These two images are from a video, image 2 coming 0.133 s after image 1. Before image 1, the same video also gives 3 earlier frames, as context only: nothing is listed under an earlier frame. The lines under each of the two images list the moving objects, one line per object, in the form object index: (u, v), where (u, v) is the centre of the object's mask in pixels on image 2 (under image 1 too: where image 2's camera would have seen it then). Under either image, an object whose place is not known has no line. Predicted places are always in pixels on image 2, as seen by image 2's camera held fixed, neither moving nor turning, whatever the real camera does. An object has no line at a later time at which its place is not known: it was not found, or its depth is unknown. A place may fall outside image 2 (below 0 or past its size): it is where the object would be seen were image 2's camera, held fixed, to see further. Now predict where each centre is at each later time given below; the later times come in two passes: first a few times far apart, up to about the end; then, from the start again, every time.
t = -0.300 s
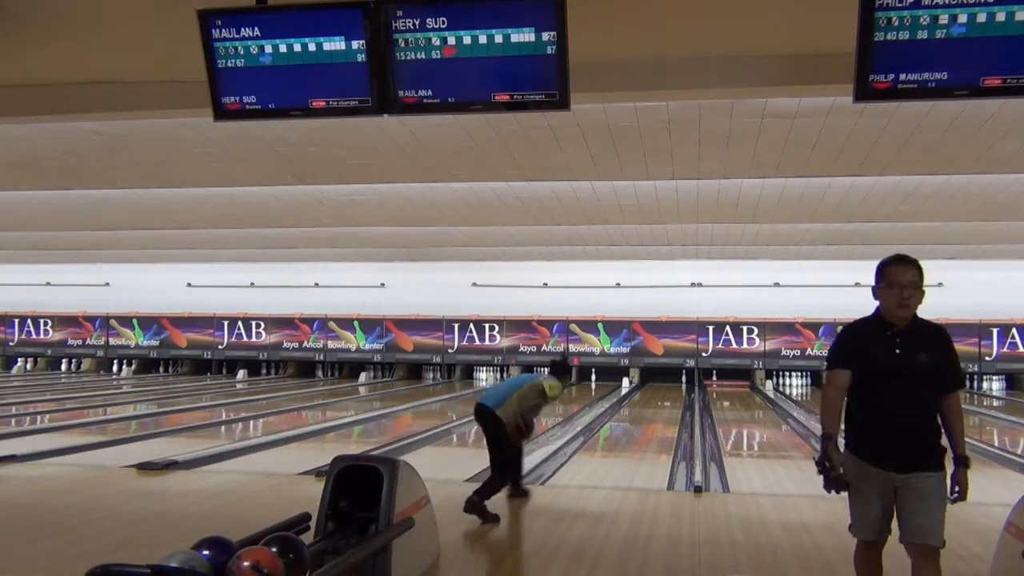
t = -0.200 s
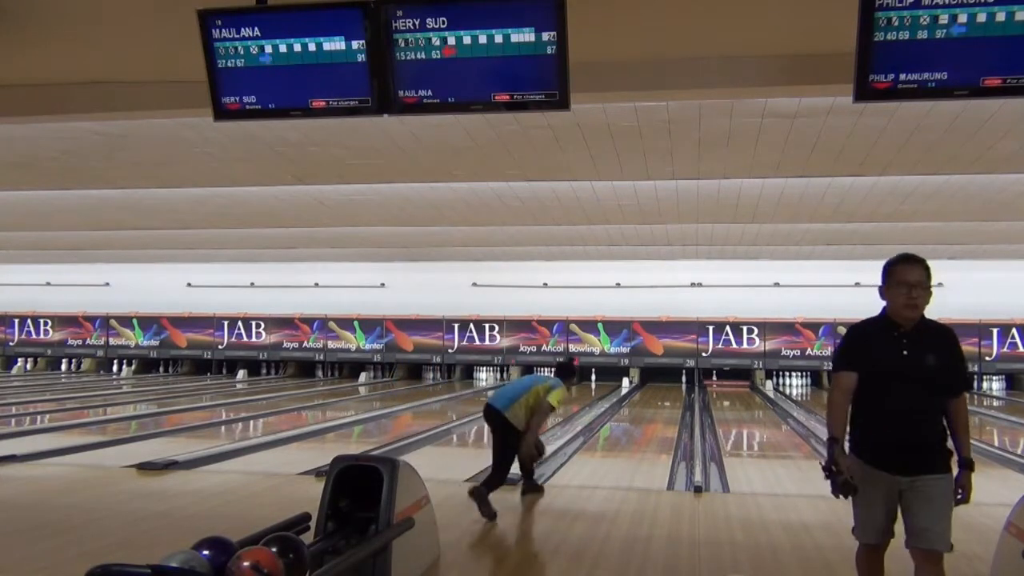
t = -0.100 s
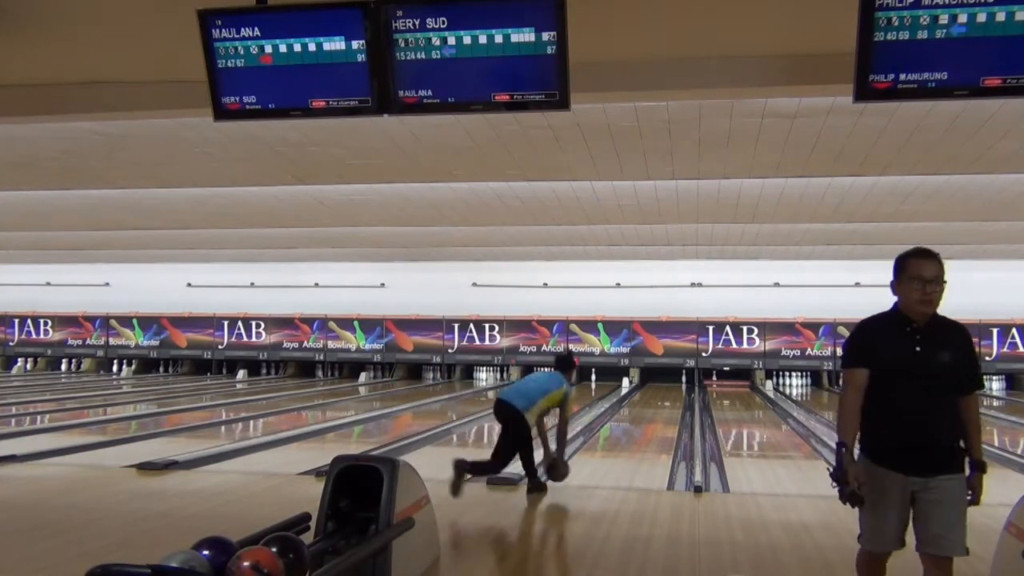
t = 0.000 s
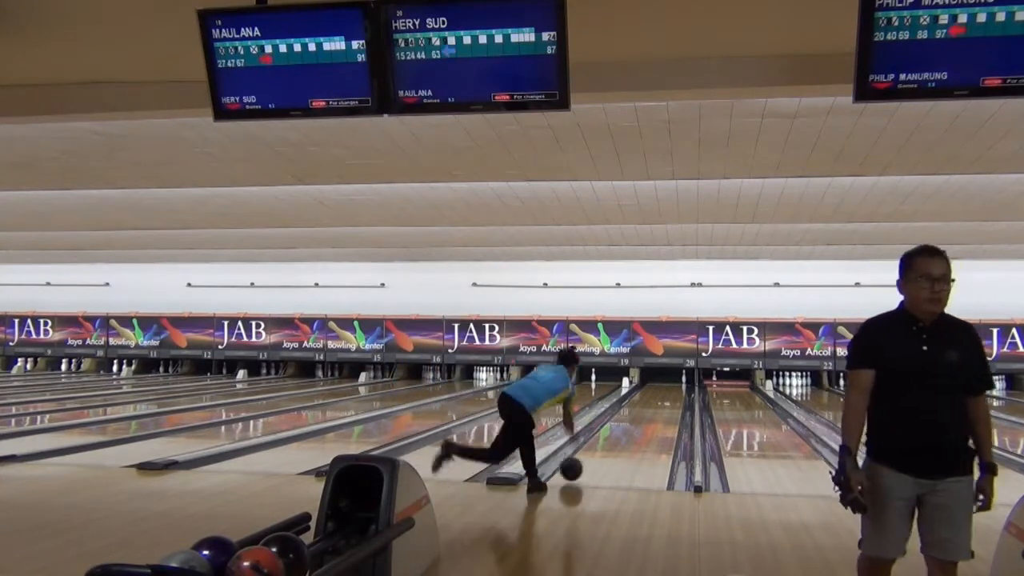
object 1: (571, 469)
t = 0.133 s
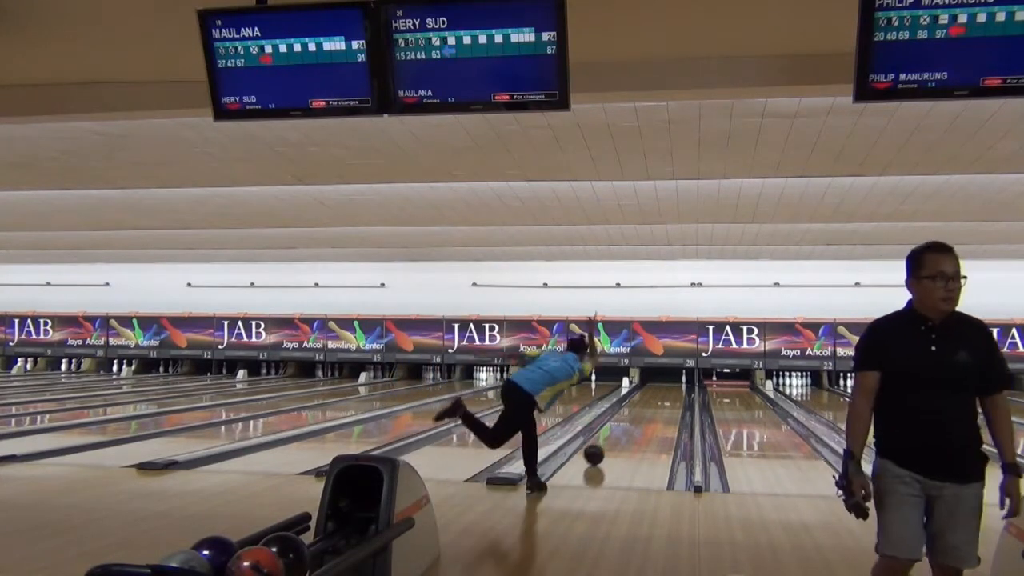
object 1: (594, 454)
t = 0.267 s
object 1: (608, 445)
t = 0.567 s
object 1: (634, 427)
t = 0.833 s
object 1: (650, 416)
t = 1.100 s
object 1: (663, 406)
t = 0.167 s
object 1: (596, 453)
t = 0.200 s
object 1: (599, 451)
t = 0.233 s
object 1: (603, 448)
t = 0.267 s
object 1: (608, 445)
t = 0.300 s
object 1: (612, 442)
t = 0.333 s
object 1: (615, 439)
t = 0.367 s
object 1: (617, 438)
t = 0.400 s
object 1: (619, 437)
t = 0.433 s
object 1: (623, 434)
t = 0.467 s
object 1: (626, 432)
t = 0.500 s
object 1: (629, 430)
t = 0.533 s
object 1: (632, 428)
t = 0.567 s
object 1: (634, 427)
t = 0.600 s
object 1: (635, 426)
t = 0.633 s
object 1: (638, 424)
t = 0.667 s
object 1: (641, 422)
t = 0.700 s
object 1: (643, 420)
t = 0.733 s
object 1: (646, 419)
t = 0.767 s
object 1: (647, 418)
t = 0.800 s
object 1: (648, 417)
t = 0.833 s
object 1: (650, 416)
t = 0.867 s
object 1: (652, 414)
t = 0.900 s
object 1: (654, 413)
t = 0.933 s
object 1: (656, 412)
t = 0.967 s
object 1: (657, 411)
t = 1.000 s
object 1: (658, 410)
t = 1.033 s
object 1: (659, 409)
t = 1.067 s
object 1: (661, 407)
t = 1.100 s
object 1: (663, 406)
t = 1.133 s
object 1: (664, 405)
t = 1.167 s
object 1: (665, 404)
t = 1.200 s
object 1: (666, 404)
